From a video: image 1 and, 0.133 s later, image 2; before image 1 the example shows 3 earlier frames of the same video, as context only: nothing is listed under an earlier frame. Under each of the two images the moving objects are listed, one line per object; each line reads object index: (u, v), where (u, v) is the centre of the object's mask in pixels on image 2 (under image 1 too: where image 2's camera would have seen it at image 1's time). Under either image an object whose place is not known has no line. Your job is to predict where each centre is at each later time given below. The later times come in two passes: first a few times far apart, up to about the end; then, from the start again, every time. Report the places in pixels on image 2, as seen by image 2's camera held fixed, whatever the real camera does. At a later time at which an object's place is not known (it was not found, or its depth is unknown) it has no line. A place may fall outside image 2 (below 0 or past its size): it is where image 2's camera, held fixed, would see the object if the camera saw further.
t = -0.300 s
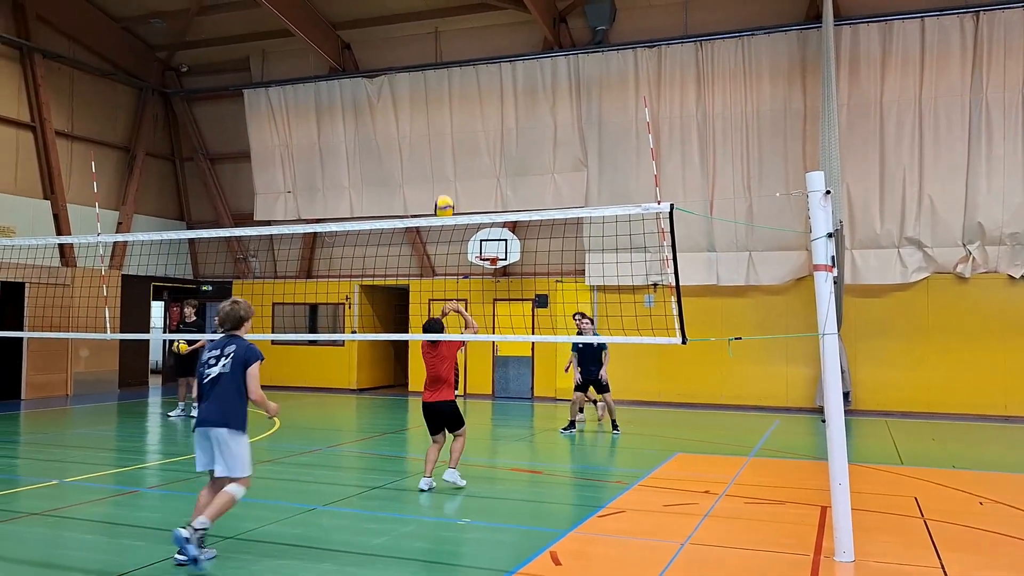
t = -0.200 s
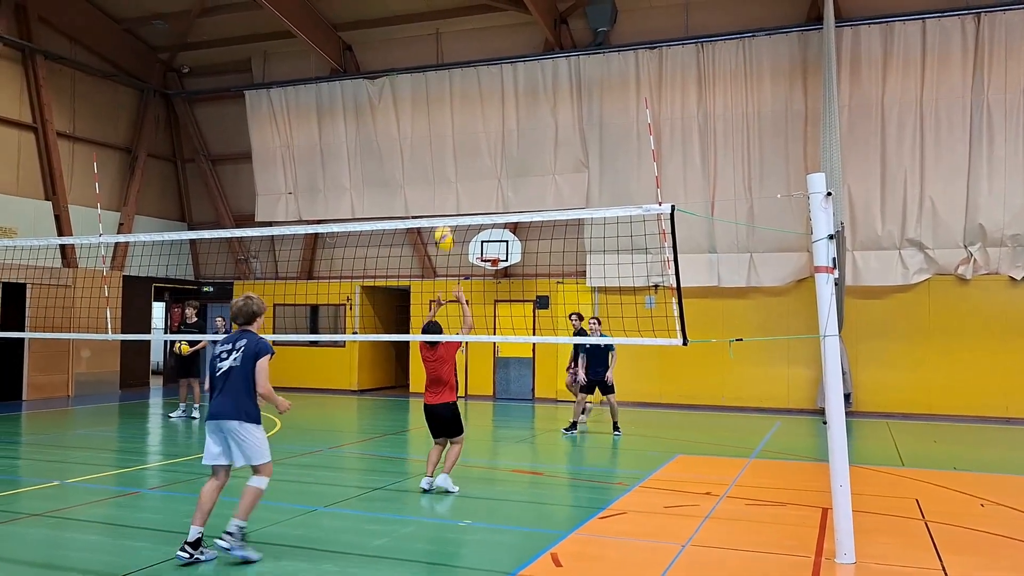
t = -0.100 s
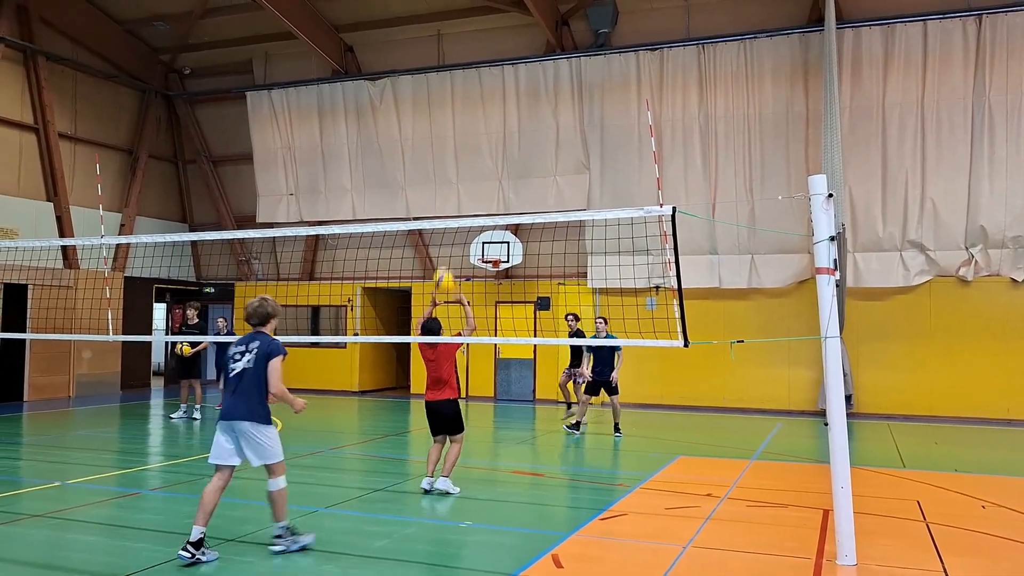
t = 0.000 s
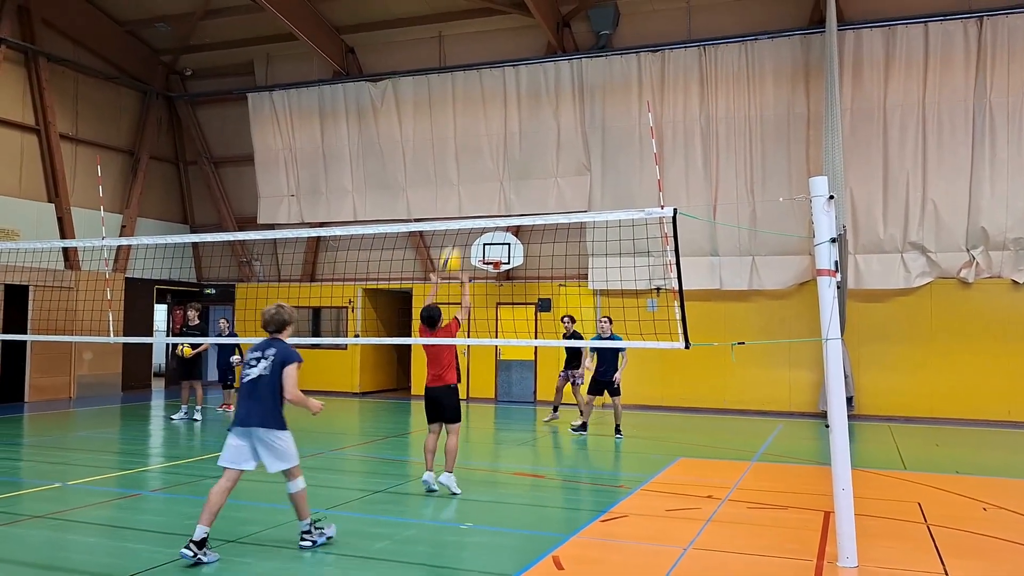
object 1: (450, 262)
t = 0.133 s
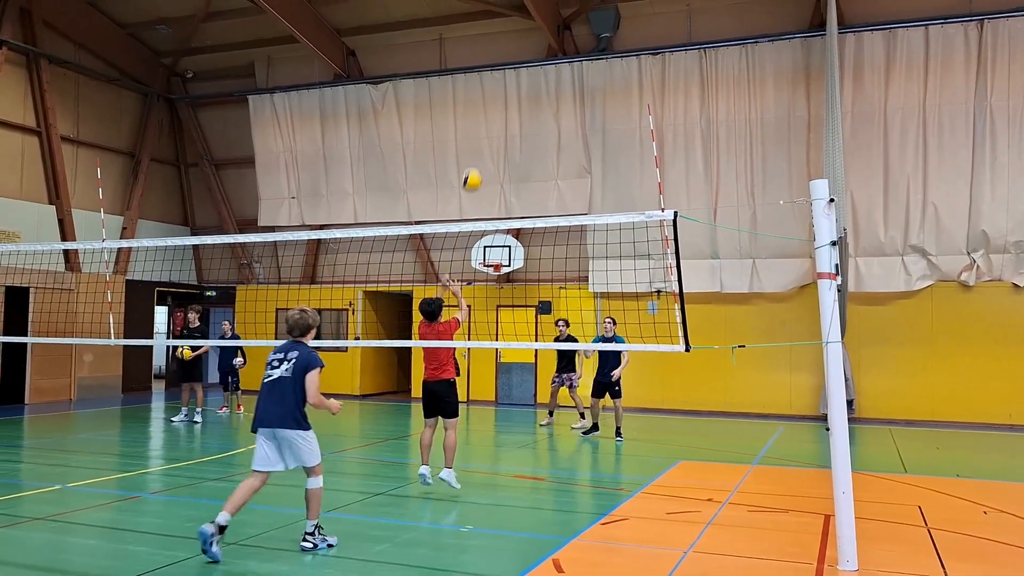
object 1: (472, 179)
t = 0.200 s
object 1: (481, 148)
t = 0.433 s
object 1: (512, 84)
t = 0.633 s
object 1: (534, 70)
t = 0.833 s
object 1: (553, 89)
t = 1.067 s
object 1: (572, 145)
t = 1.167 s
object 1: (579, 178)
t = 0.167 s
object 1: (476, 164)
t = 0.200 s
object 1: (481, 148)
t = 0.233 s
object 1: (486, 135)
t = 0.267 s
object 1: (491, 123)
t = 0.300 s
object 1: (495, 114)
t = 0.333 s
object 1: (500, 105)
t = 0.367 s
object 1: (504, 96)
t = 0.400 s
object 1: (508, 90)
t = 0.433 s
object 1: (512, 84)
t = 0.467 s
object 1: (516, 79)
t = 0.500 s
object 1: (519, 75)
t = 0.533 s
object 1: (523, 72)
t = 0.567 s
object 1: (527, 71)
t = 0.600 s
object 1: (530, 70)
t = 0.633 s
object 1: (534, 70)
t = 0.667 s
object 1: (537, 71)
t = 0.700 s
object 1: (541, 73)
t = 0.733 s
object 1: (544, 76)
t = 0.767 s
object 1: (547, 79)
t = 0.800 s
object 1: (550, 83)
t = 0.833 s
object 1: (553, 89)
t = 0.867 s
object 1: (556, 95)
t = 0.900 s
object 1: (559, 101)
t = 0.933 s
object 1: (561, 108)
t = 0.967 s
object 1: (564, 117)
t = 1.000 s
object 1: (567, 125)
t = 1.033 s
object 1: (569, 134)
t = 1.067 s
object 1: (572, 145)
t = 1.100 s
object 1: (574, 155)
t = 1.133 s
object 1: (576, 167)
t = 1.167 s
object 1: (579, 178)
